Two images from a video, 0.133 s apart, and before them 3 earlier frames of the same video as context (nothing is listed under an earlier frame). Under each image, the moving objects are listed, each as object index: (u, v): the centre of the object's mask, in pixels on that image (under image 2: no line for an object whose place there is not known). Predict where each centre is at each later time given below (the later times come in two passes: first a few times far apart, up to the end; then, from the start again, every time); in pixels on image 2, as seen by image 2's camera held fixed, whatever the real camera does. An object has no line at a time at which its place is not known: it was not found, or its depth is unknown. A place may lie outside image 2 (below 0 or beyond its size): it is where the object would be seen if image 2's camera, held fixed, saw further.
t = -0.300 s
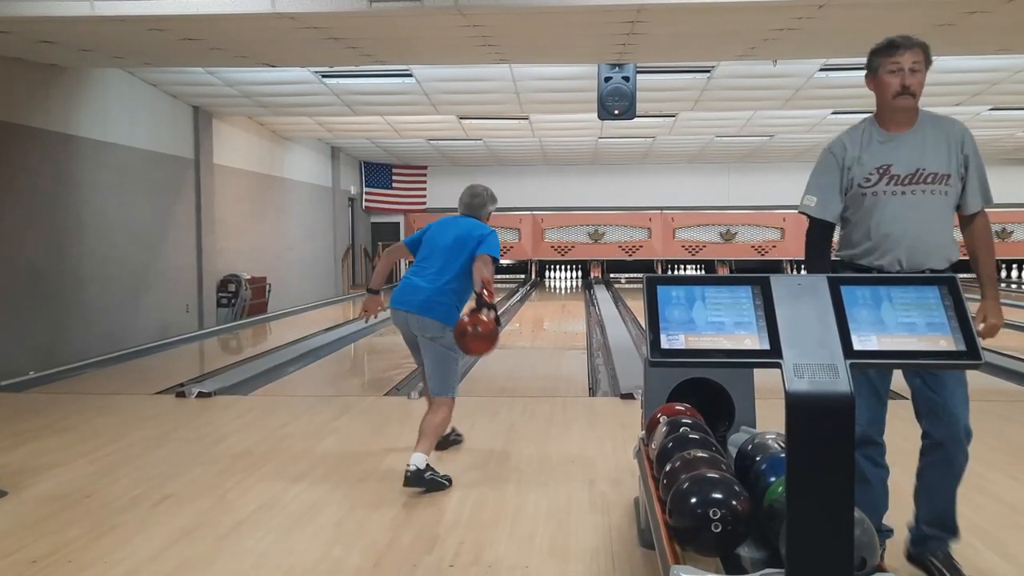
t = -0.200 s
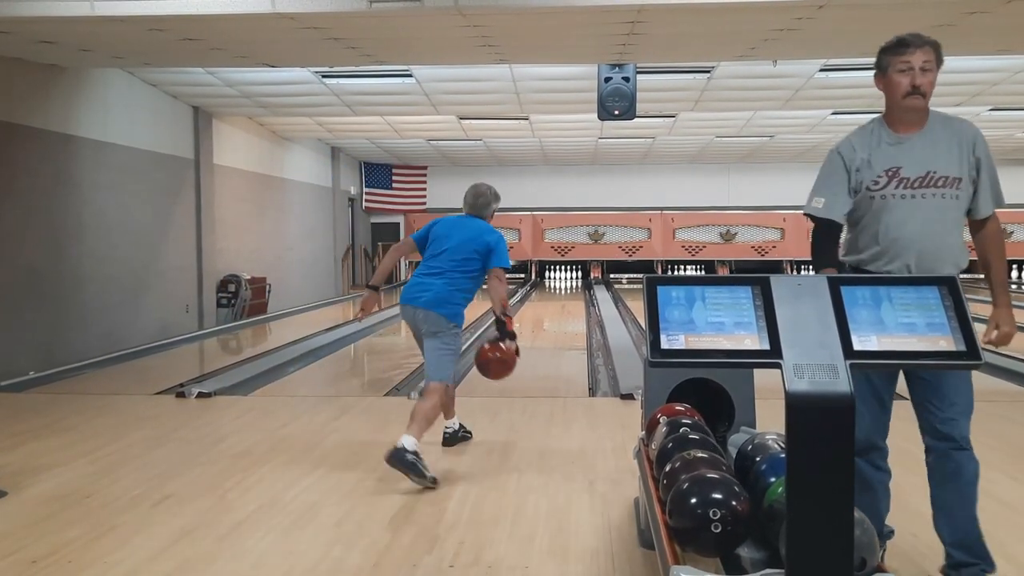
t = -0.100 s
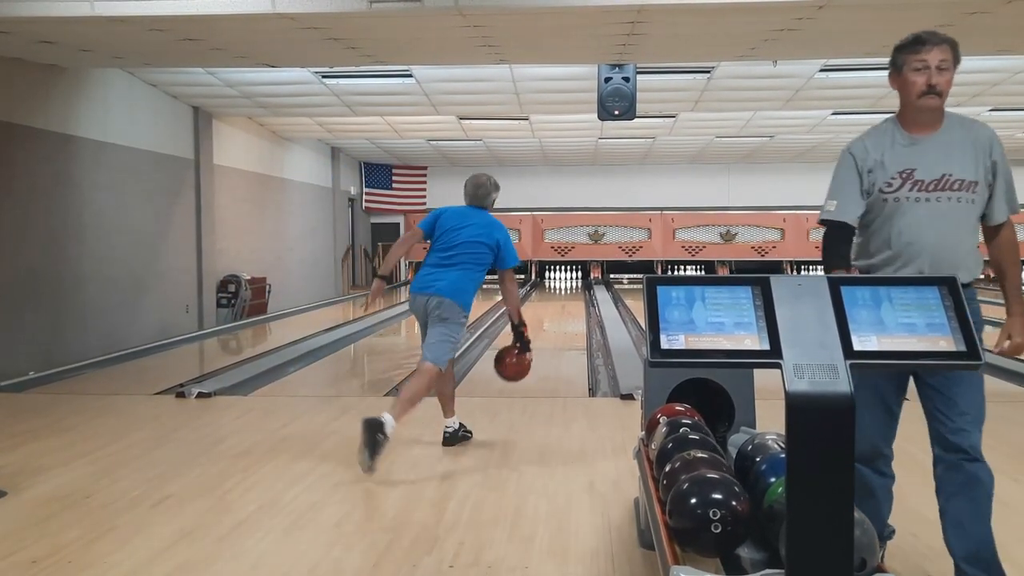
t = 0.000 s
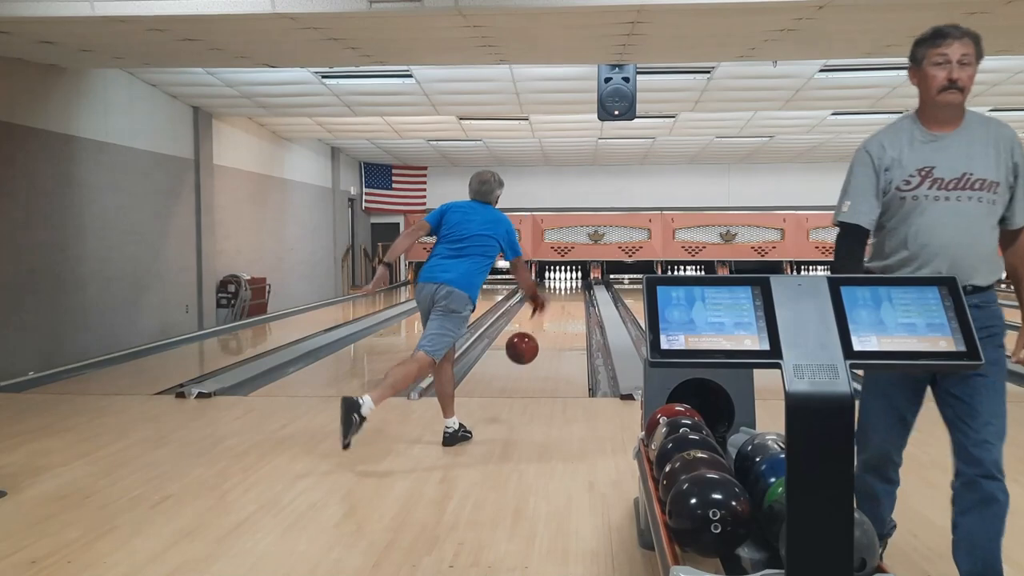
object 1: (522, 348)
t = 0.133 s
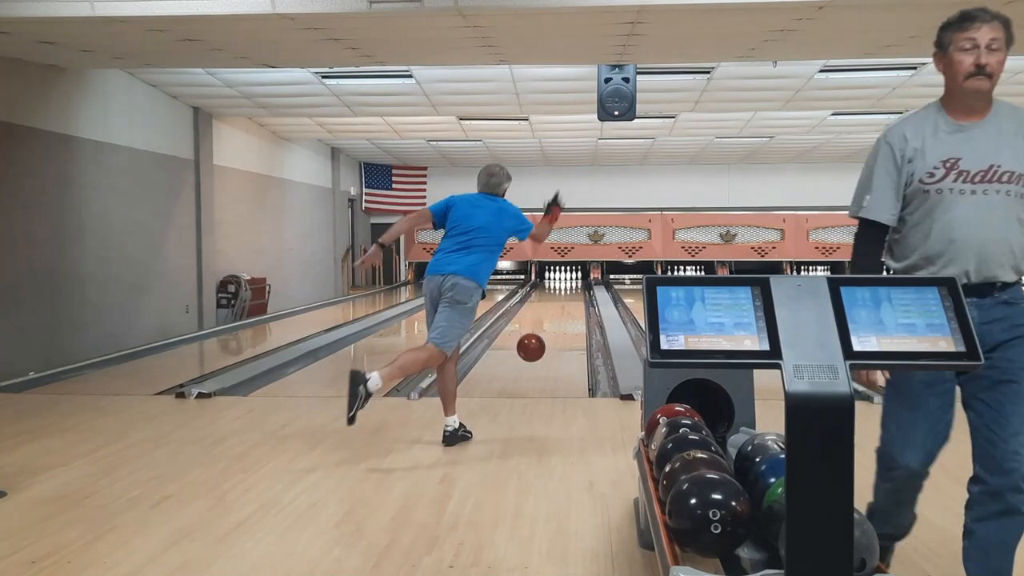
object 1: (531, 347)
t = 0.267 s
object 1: (537, 367)
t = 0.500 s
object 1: (546, 346)
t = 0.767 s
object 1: (553, 329)
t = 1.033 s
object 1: (557, 316)
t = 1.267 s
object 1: (563, 306)
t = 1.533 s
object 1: (565, 300)
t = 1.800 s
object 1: (564, 294)
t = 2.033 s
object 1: (565, 289)
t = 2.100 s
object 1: (565, 288)
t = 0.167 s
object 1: (532, 350)
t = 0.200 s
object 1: (534, 355)
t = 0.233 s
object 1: (536, 361)
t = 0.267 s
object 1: (537, 367)
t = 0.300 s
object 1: (539, 363)
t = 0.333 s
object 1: (540, 358)
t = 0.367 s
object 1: (542, 355)
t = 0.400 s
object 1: (543, 354)
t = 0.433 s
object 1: (544, 352)
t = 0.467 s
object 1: (545, 349)
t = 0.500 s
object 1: (546, 346)
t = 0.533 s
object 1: (547, 344)
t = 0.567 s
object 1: (548, 341)
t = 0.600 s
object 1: (549, 339)
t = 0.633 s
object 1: (550, 336)
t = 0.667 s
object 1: (550, 334)
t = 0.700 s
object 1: (551, 332)
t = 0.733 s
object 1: (552, 330)
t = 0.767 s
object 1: (553, 329)
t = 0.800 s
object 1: (553, 326)
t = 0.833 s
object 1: (554, 324)
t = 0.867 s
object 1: (555, 323)
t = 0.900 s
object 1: (555, 321)
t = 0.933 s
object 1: (556, 320)
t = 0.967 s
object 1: (556, 318)
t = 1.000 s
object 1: (557, 317)
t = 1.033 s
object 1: (557, 316)
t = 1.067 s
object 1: (558, 315)
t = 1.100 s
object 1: (558, 313)
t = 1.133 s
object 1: (559, 312)
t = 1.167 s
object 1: (559, 311)
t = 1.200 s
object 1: (561, 309)
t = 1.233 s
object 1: (562, 308)
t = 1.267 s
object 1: (563, 306)
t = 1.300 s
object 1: (564, 305)
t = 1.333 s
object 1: (564, 304)
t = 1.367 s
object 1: (565, 303)
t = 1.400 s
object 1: (565, 303)
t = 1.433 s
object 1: (565, 302)
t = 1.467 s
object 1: (565, 302)
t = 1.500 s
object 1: (565, 301)
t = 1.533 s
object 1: (565, 300)
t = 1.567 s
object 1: (564, 299)
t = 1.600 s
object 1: (564, 299)
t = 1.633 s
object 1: (563, 297)
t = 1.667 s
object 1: (564, 296)
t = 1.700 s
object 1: (564, 296)
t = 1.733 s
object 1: (564, 295)
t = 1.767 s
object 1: (564, 294)
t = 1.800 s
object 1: (564, 294)
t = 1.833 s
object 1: (564, 293)
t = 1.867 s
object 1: (565, 292)
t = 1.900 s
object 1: (565, 292)
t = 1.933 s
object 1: (565, 291)
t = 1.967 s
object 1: (565, 291)
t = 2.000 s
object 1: (565, 290)
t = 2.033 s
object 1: (565, 289)
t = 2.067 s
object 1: (566, 289)
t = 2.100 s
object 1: (565, 288)
